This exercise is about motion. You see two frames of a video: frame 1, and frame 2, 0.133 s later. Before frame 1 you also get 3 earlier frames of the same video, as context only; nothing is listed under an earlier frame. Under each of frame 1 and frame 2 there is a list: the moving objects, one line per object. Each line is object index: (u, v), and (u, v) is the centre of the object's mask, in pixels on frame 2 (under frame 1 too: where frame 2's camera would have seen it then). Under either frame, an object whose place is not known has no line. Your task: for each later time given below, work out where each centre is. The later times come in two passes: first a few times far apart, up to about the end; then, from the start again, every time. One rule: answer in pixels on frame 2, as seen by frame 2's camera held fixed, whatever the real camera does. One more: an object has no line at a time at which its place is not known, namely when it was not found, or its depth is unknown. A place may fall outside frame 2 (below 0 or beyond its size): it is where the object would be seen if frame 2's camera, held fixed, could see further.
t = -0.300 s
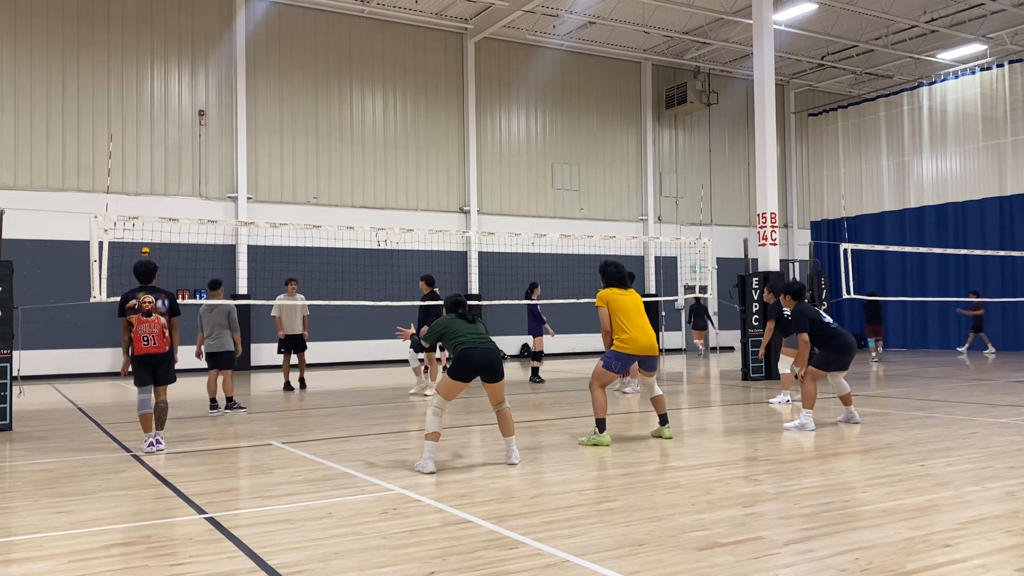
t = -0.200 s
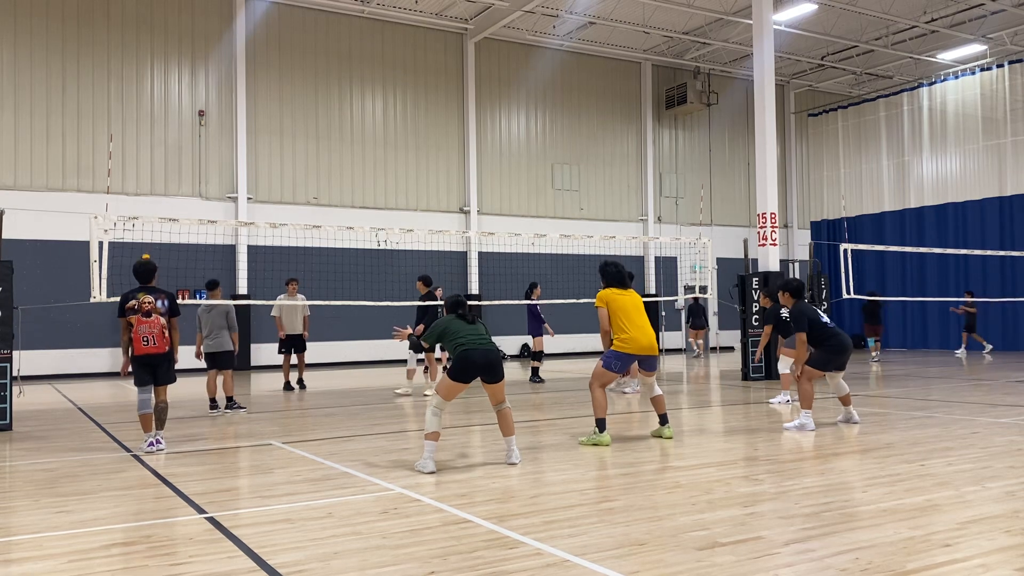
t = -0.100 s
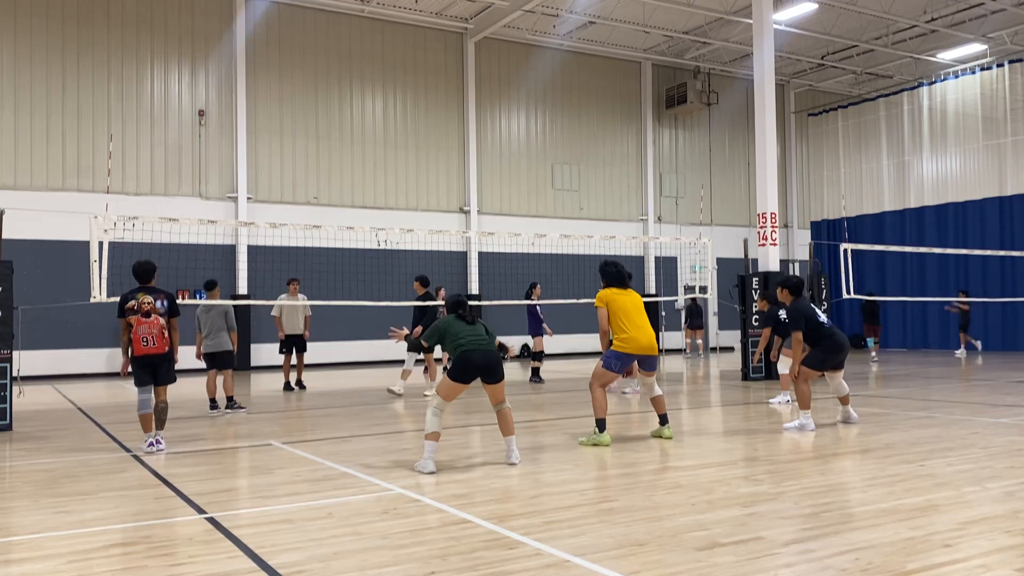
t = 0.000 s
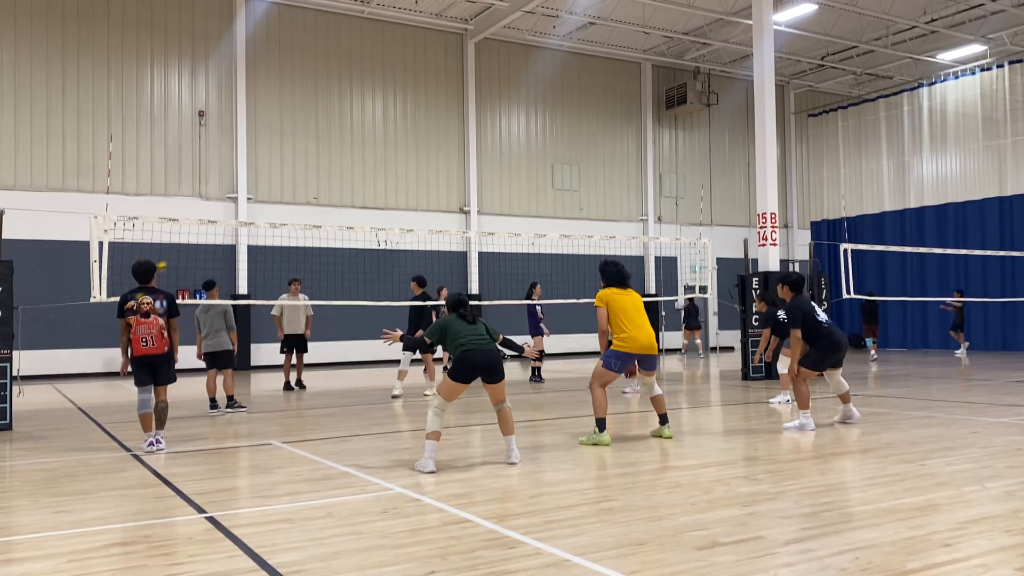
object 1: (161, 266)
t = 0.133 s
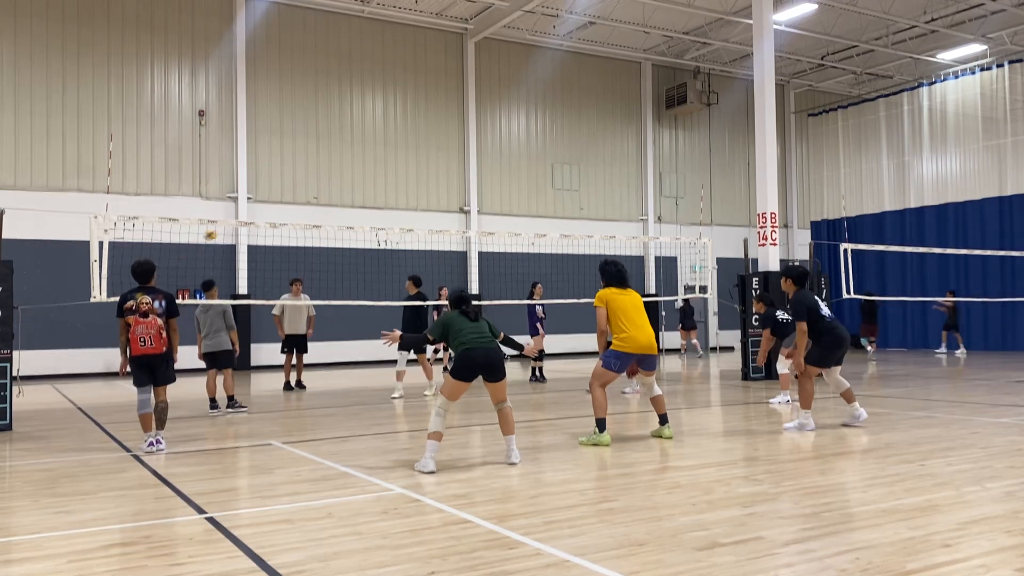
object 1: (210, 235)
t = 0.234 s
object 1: (252, 213)
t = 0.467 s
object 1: (364, 174)
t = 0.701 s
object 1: (503, 163)
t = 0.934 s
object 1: (688, 188)
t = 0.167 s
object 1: (223, 229)
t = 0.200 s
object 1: (238, 218)
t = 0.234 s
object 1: (252, 213)
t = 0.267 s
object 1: (266, 207)
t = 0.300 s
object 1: (281, 201)
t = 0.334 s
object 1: (297, 195)
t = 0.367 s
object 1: (313, 189)
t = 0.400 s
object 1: (330, 184)
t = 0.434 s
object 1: (347, 179)
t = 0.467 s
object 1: (364, 174)
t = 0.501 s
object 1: (382, 171)
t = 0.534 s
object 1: (401, 169)
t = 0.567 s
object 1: (419, 166)
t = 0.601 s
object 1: (438, 165)
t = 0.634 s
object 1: (459, 163)
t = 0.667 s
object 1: (482, 163)
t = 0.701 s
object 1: (503, 163)
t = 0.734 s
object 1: (525, 164)
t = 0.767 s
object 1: (548, 166)
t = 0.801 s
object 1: (571, 169)
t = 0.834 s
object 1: (599, 171)
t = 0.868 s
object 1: (626, 176)
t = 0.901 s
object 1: (657, 181)
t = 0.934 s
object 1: (688, 188)
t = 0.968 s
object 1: (719, 196)
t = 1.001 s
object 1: (752, 205)
